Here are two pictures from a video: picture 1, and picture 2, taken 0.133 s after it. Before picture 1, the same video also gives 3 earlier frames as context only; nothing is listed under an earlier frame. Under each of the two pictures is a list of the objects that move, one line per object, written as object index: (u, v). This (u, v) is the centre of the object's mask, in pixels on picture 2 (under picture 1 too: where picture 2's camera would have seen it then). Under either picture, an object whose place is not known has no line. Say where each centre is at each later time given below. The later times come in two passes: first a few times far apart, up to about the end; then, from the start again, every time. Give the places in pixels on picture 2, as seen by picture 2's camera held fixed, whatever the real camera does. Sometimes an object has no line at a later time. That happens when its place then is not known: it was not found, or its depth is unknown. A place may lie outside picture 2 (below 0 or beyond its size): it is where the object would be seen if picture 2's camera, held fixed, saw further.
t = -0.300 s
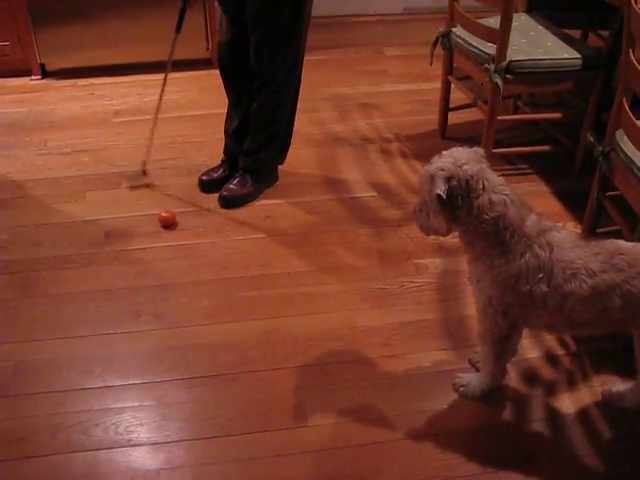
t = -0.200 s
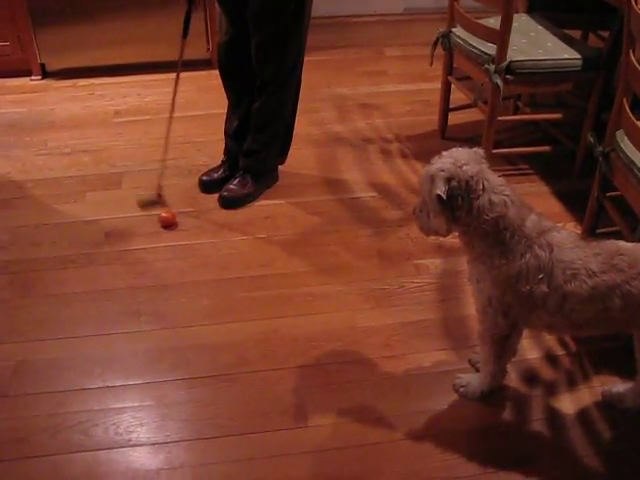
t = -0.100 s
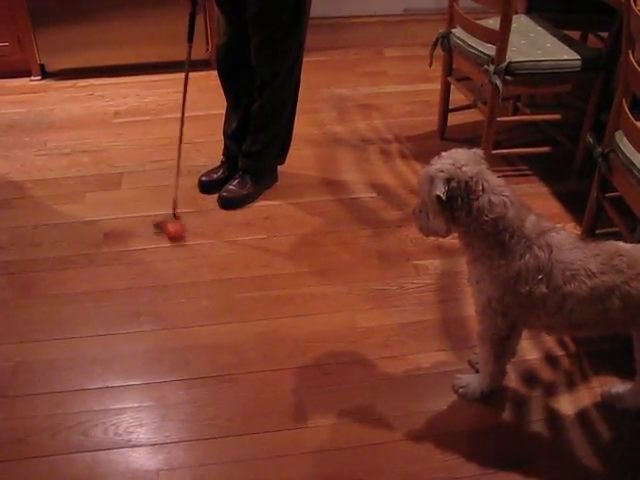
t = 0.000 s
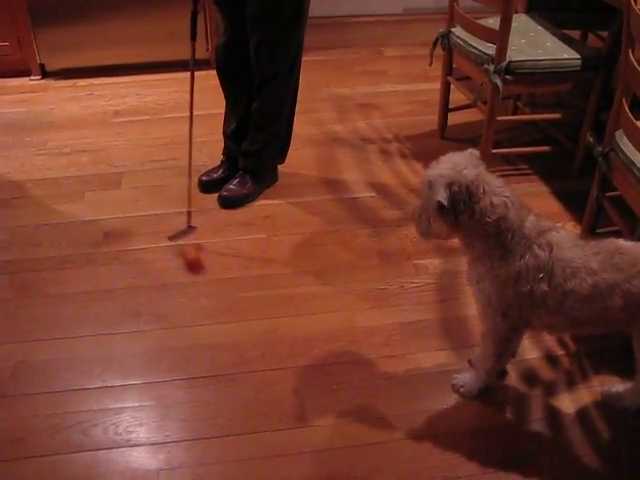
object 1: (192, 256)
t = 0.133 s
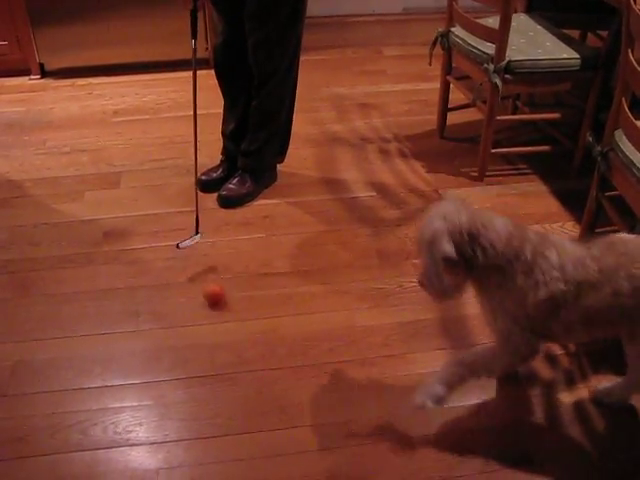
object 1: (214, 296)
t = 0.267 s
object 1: (239, 327)
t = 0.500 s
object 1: (285, 380)
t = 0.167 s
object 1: (218, 299)
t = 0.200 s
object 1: (224, 307)
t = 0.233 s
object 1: (230, 316)
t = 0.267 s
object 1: (239, 327)
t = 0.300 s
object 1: (244, 333)
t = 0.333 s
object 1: (251, 343)
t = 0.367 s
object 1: (259, 350)
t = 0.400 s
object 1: (265, 357)
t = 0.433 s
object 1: (272, 365)
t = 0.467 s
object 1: (280, 373)
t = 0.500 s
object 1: (285, 380)
